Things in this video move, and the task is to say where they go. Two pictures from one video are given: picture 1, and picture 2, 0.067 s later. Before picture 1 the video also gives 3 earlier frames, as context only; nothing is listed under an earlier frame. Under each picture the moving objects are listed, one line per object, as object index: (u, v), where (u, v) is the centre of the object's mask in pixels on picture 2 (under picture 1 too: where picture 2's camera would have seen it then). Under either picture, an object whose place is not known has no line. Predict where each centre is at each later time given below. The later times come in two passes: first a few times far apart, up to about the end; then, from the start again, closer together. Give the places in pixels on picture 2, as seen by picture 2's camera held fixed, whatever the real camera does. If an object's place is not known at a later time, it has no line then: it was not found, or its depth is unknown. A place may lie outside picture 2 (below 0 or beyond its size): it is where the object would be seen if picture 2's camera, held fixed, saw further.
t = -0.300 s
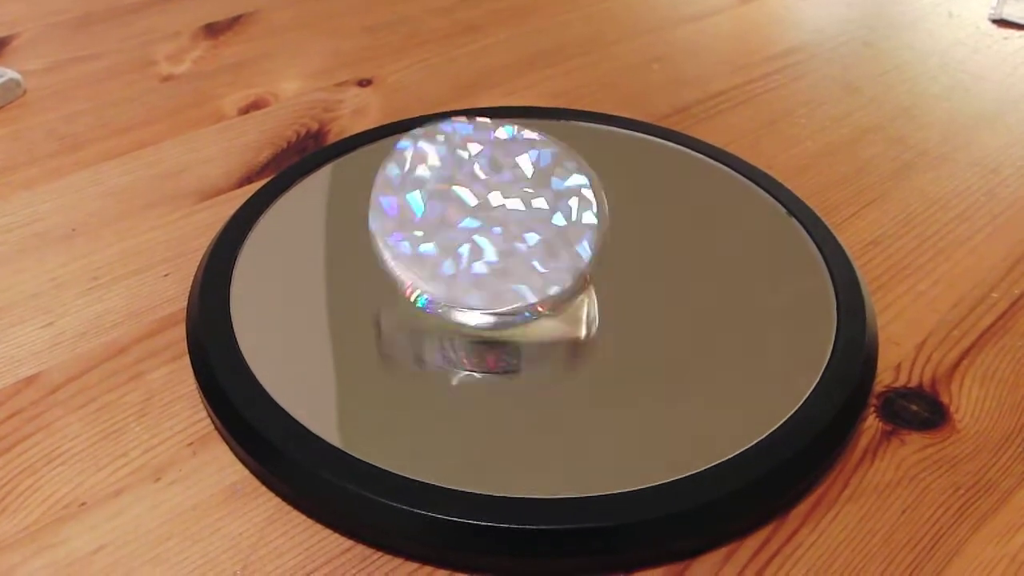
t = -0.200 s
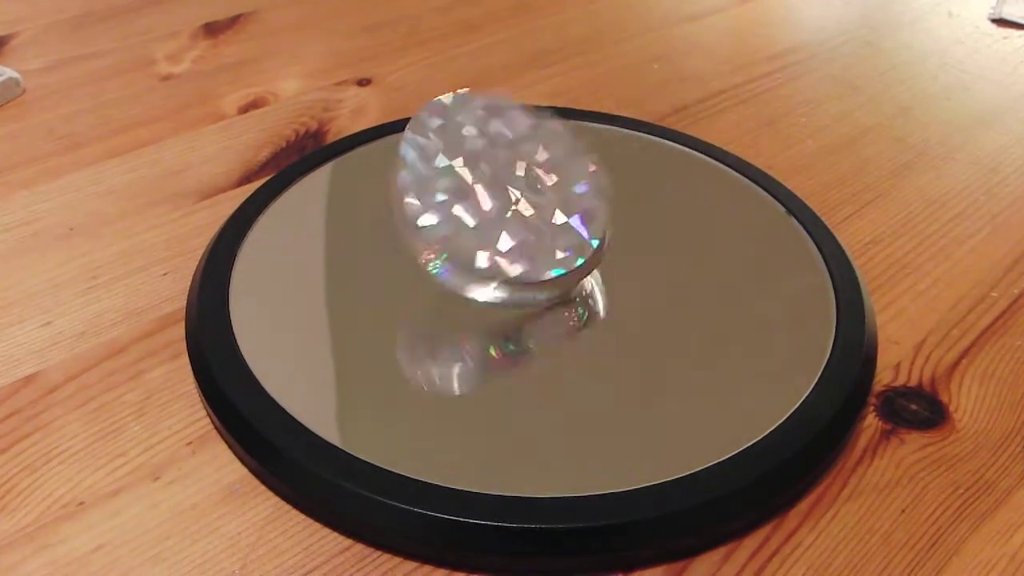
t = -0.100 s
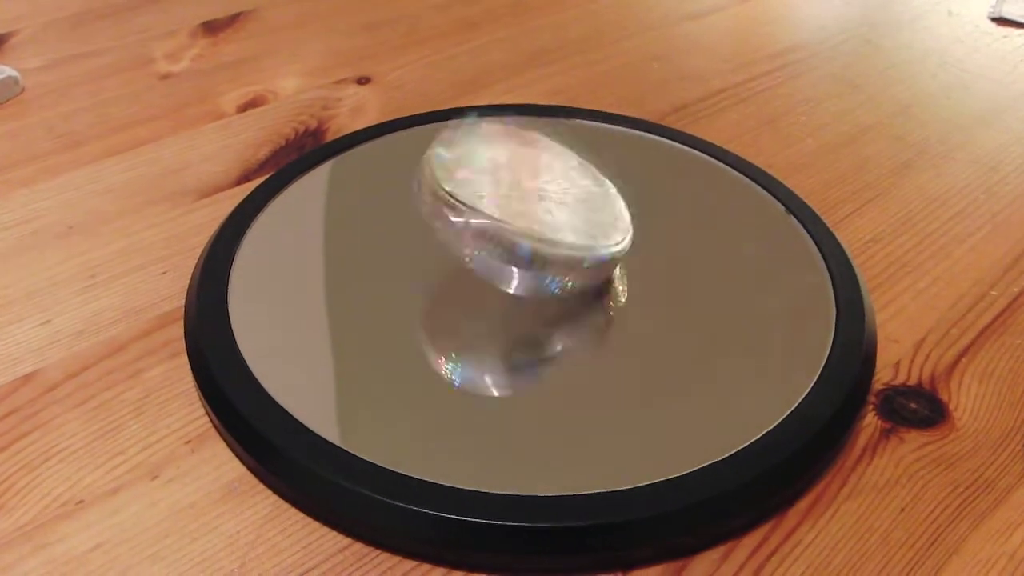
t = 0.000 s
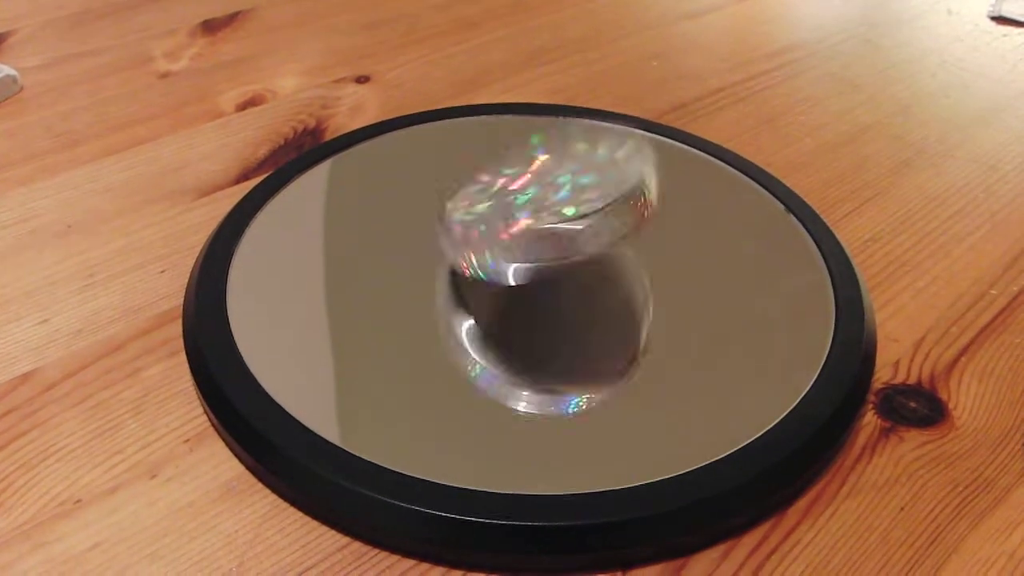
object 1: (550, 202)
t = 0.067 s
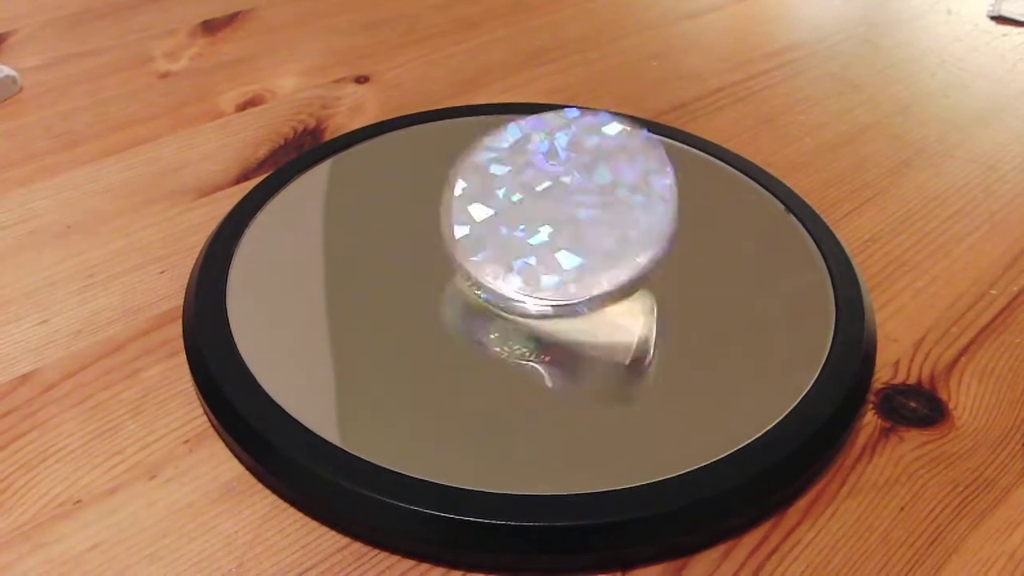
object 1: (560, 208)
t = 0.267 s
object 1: (517, 226)
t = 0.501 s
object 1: (485, 219)
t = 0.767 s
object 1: (550, 220)
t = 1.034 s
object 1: (528, 244)
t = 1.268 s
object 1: (497, 209)
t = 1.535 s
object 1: (546, 207)
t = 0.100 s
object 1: (556, 205)
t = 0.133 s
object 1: (556, 218)
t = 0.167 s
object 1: (550, 249)
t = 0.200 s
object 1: (549, 238)
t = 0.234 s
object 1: (535, 233)
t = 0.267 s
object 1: (517, 226)
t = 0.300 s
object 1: (513, 248)
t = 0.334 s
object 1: (508, 245)
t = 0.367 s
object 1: (507, 229)
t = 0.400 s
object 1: (497, 221)
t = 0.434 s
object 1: (488, 222)
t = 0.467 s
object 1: (486, 223)
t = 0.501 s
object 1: (485, 219)
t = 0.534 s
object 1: (494, 206)
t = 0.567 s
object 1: (500, 196)
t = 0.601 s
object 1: (504, 201)
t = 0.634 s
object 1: (510, 208)
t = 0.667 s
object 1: (522, 199)
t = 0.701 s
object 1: (531, 189)
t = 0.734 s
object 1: (540, 198)
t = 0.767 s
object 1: (550, 220)
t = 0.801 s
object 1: (554, 211)
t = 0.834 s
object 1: (554, 204)
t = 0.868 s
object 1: (555, 215)
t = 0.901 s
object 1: (555, 238)
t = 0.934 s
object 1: (558, 233)
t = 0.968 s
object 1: (543, 225)
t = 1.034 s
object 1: (528, 244)
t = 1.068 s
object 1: (518, 247)
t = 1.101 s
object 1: (510, 239)
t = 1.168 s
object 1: (497, 229)
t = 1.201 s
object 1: (491, 227)
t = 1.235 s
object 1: (490, 223)
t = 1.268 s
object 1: (497, 209)
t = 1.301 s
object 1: (497, 203)
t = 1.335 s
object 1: (501, 203)
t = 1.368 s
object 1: (507, 210)
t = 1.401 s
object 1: (516, 202)
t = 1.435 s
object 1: (525, 191)
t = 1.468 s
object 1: (527, 191)
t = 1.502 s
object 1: (541, 215)
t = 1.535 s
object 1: (546, 207)
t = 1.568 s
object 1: (550, 196)
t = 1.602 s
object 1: (553, 212)
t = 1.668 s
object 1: (554, 224)
